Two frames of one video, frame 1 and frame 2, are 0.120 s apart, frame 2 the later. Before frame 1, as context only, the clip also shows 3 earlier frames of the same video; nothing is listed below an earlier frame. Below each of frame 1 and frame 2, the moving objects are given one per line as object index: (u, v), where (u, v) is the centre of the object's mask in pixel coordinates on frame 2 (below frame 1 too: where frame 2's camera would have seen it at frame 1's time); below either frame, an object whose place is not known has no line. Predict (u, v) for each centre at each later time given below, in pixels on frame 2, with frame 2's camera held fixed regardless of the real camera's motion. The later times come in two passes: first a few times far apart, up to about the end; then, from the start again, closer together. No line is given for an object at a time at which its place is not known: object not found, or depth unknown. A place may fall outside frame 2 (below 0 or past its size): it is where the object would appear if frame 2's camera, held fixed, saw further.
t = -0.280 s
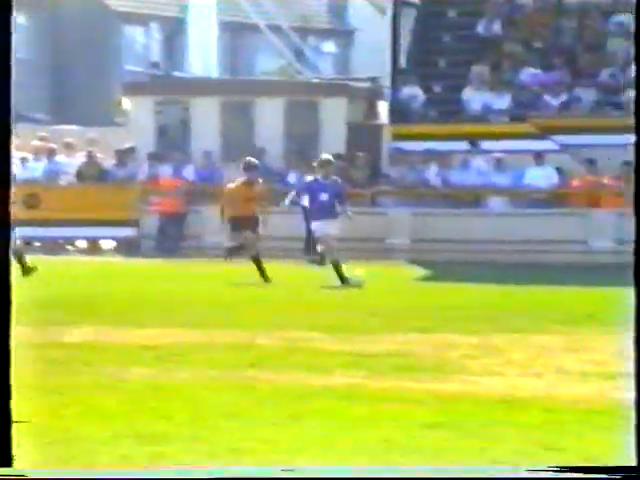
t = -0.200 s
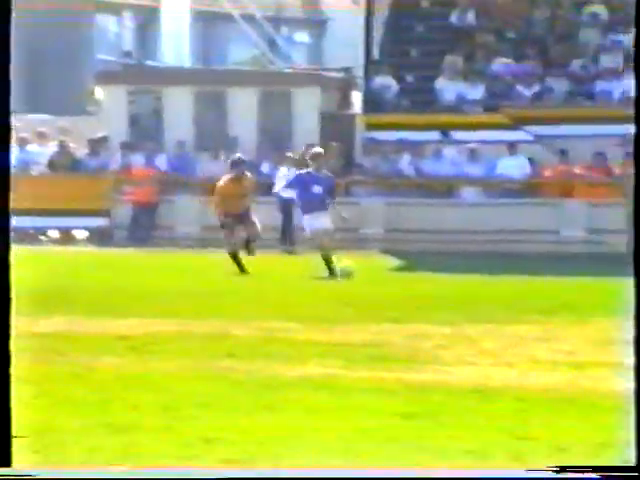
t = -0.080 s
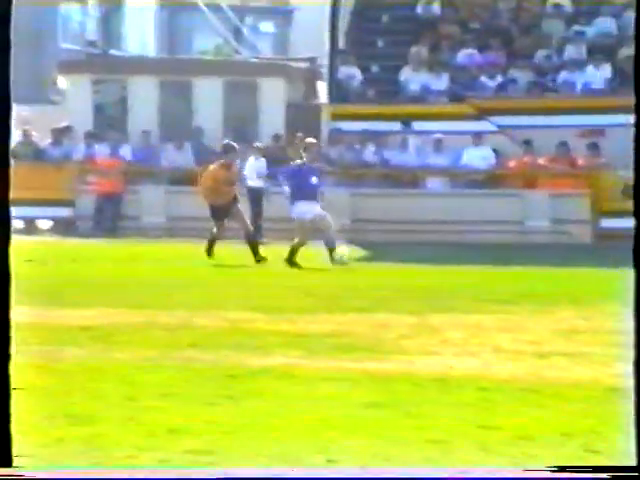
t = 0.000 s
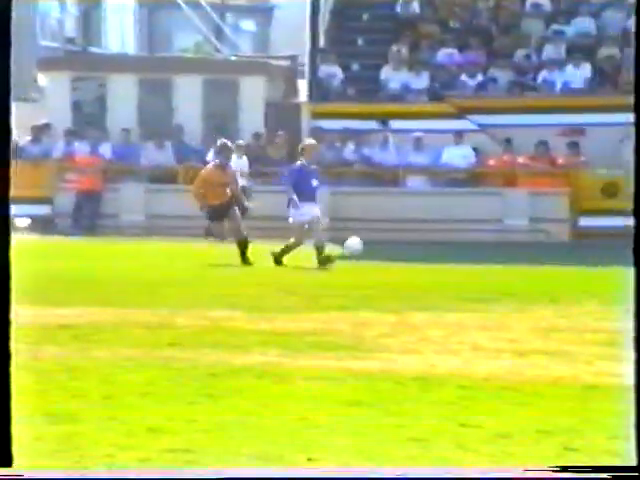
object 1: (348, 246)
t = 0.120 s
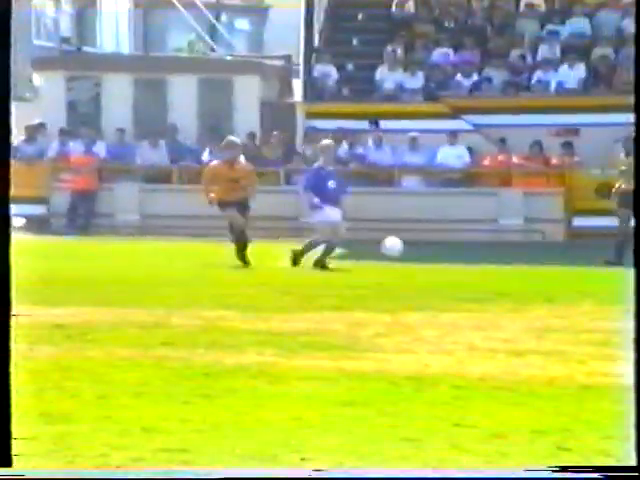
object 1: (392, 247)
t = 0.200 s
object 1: (421, 257)
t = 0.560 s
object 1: (529, 262)
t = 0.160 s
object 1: (407, 252)
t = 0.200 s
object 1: (421, 257)
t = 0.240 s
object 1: (434, 264)
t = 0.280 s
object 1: (448, 270)
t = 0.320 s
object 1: (458, 264)
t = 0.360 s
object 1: (470, 259)
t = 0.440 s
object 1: (494, 254)
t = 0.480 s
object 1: (506, 255)
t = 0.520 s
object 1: (518, 257)
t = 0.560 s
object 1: (529, 262)
